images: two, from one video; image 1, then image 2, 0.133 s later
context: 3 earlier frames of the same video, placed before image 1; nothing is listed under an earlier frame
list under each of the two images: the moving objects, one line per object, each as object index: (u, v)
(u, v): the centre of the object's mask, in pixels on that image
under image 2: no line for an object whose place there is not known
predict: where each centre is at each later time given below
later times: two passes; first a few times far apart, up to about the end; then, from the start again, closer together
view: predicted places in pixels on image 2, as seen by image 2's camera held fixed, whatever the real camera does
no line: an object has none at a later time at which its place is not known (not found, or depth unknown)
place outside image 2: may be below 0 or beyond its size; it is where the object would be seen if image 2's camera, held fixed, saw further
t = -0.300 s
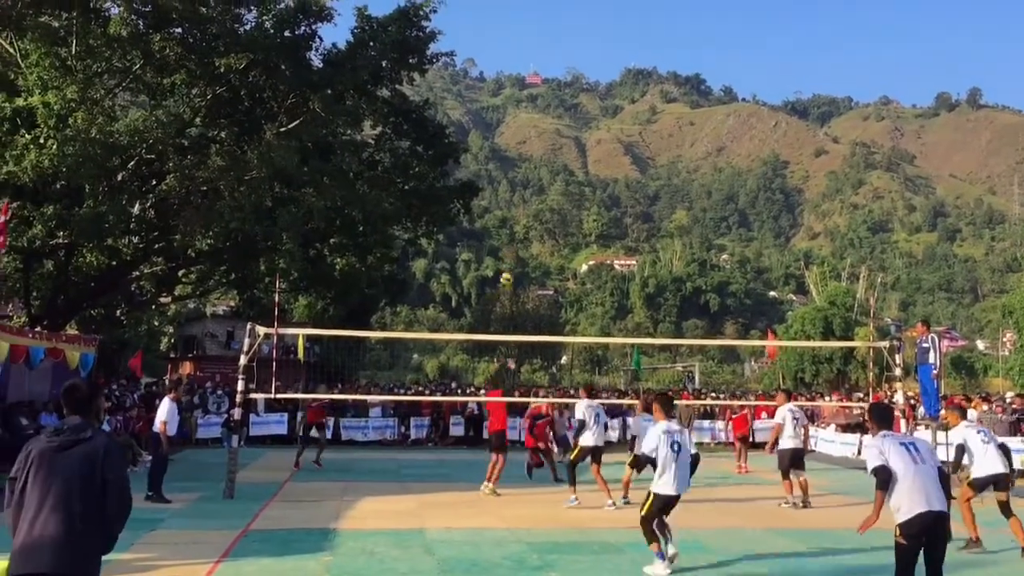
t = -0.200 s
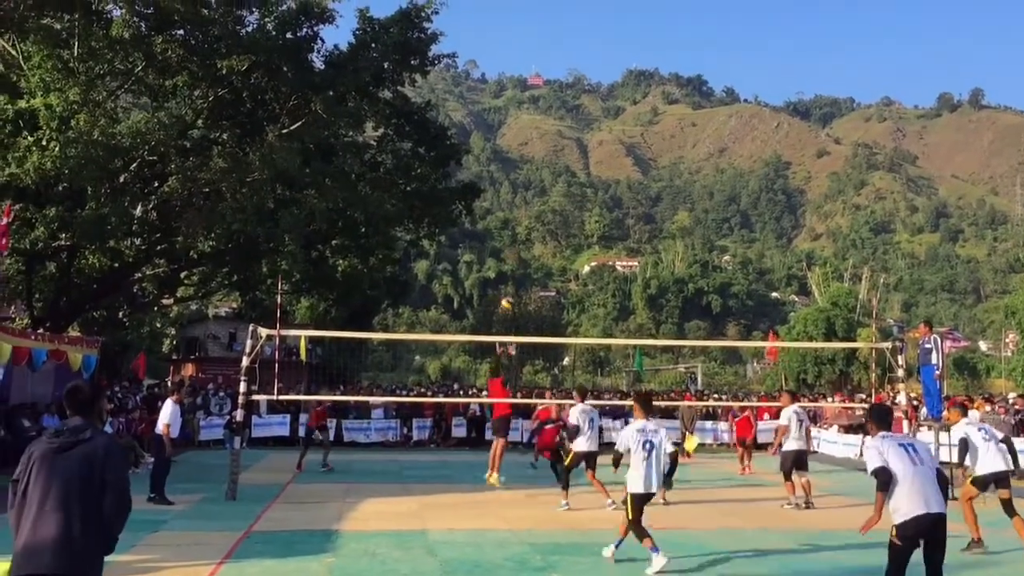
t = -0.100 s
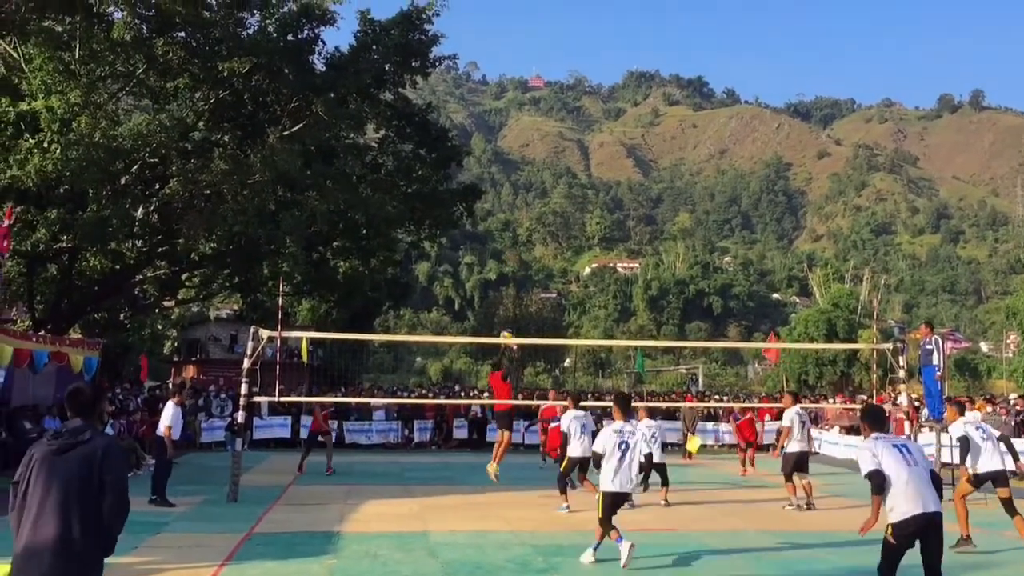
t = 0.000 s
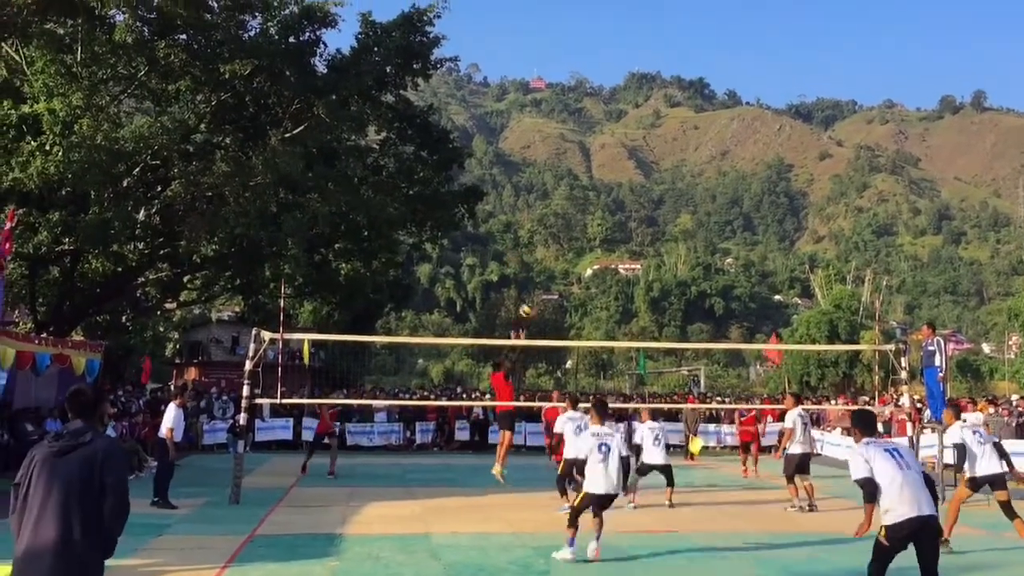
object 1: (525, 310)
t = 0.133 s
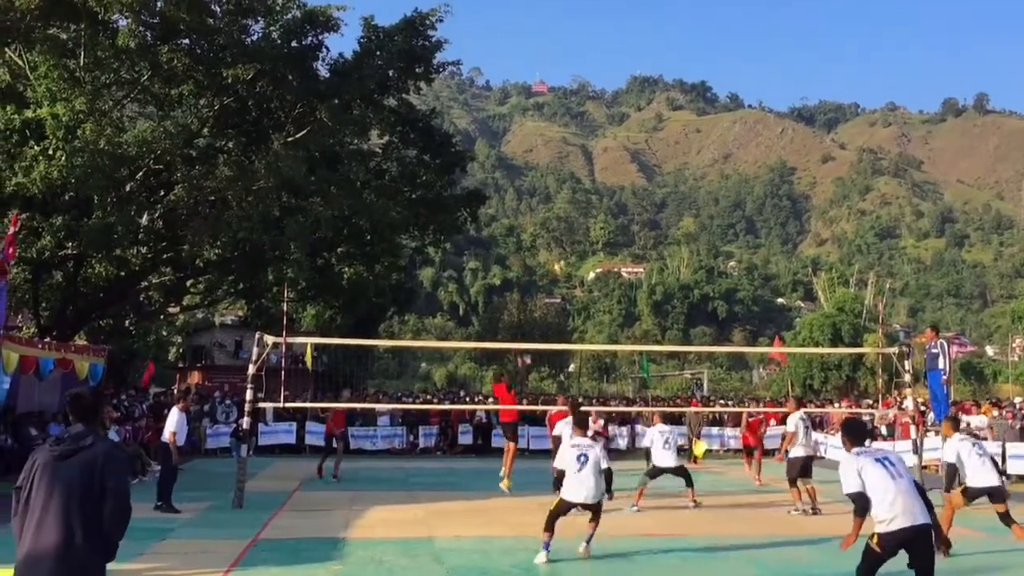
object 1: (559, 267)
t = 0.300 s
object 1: (598, 227)
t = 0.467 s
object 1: (633, 203)
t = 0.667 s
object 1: (674, 198)
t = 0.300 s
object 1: (598, 227)
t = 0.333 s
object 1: (605, 220)
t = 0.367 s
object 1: (612, 215)
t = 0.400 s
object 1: (619, 210)
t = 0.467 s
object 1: (633, 203)
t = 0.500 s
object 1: (640, 201)
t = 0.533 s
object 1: (646, 199)
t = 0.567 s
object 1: (653, 198)
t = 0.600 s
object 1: (661, 198)
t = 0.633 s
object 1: (666, 197)
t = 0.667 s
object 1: (674, 198)
